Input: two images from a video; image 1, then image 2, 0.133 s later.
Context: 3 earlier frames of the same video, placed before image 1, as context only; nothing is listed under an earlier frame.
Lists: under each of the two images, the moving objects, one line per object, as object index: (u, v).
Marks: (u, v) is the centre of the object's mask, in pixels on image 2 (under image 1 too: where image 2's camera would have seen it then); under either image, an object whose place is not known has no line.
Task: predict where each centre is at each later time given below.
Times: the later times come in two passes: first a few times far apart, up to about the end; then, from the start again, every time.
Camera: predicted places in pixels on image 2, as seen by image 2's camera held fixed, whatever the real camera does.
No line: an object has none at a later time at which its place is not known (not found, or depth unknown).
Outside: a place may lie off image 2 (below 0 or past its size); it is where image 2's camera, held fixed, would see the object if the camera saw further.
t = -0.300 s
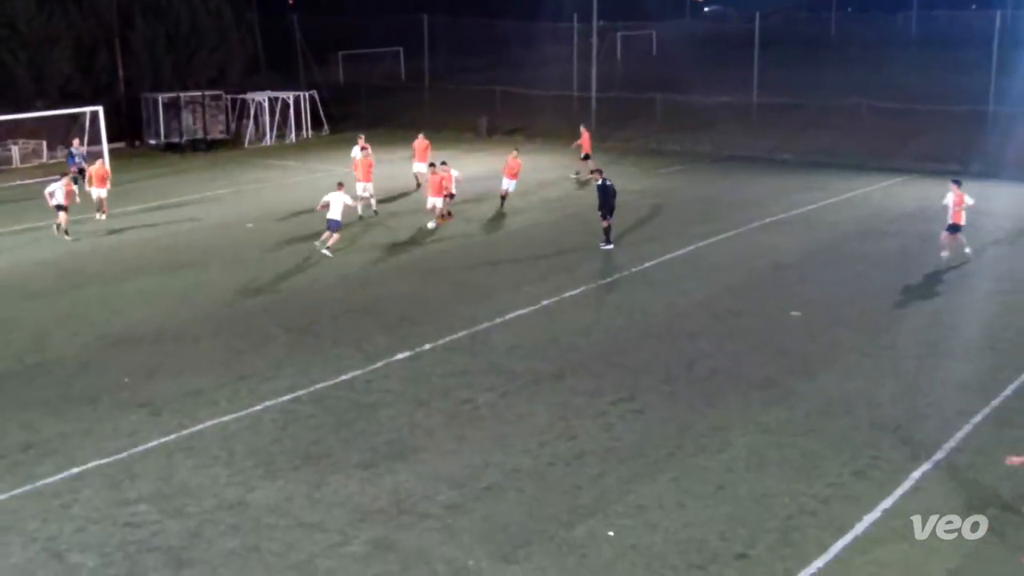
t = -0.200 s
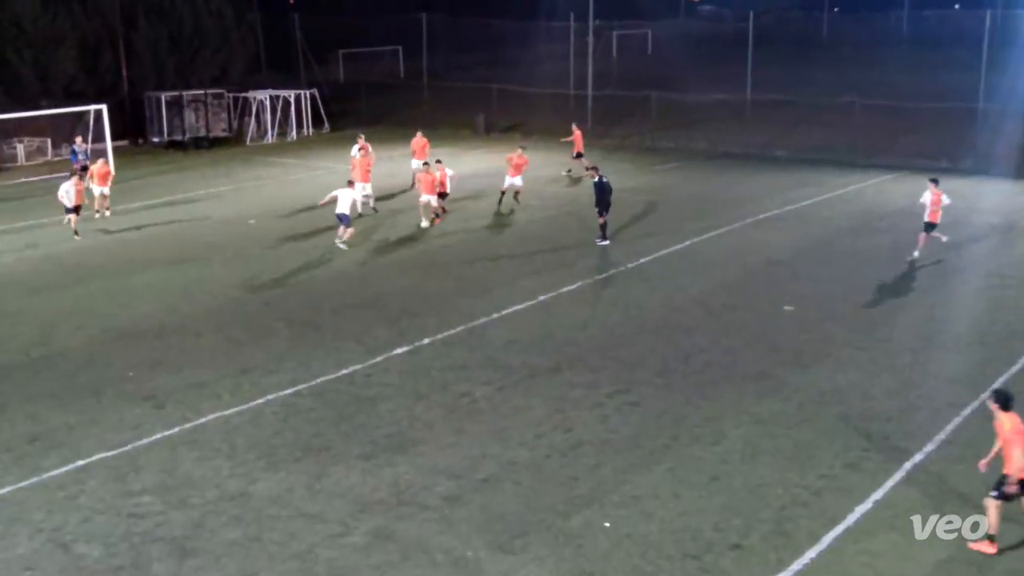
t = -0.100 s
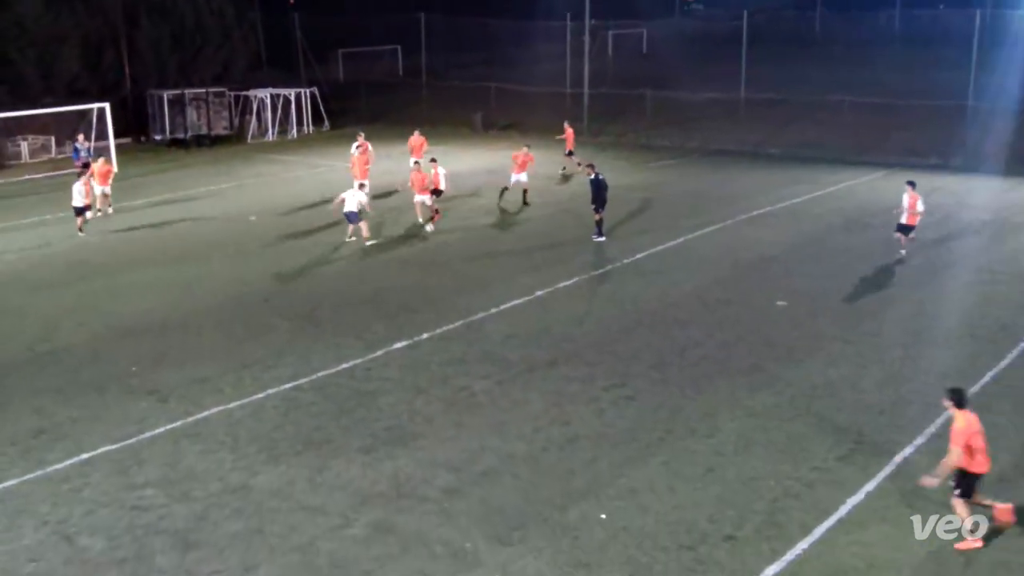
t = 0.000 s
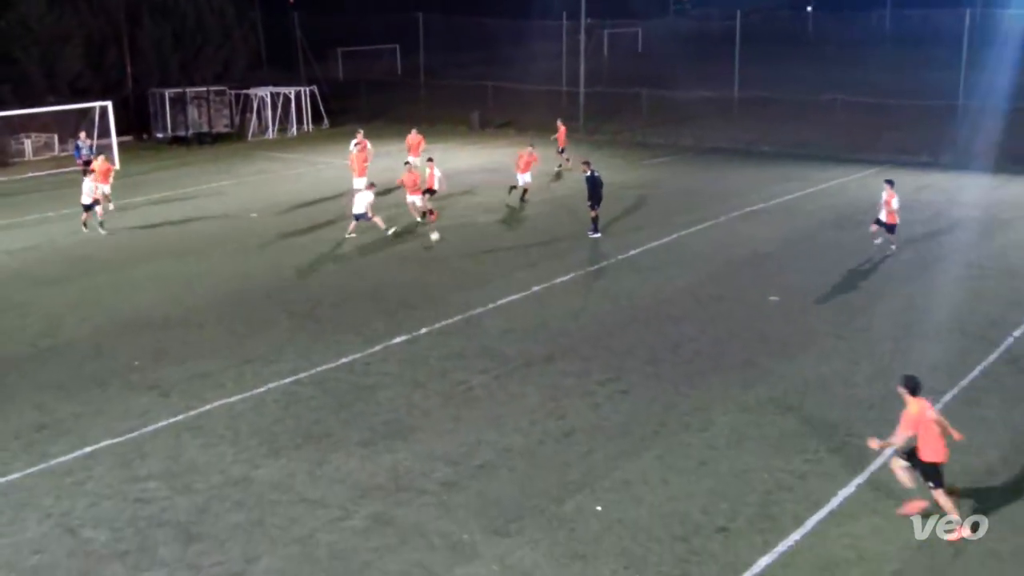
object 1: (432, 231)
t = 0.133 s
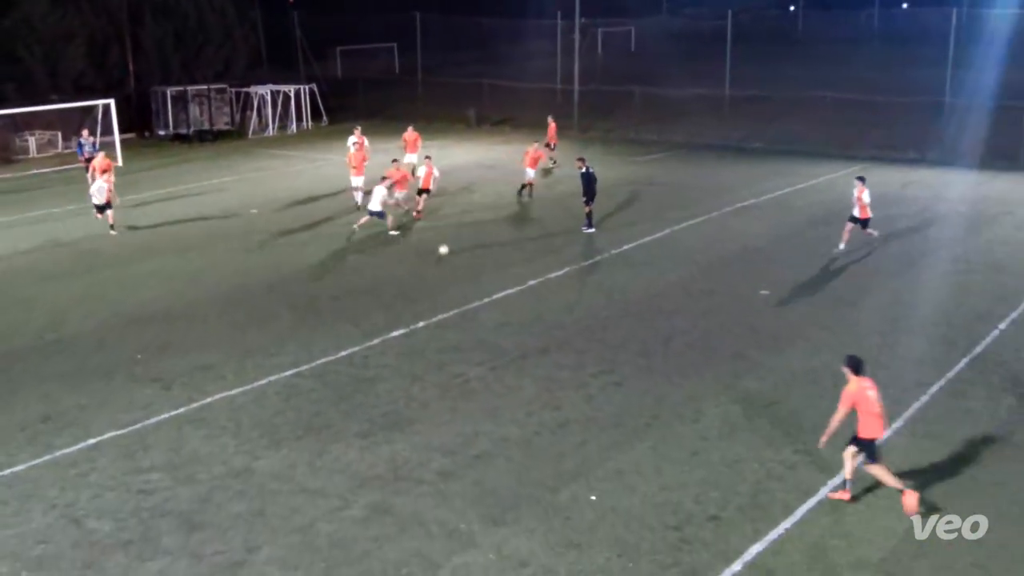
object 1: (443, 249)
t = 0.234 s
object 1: (453, 263)
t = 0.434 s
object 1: (471, 289)
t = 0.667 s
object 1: (493, 319)
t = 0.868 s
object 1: (513, 348)
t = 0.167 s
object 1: (446, 253)
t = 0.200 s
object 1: (449, 258)
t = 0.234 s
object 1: (453, 263)
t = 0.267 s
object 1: (456, 267)
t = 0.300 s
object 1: (459, 272)
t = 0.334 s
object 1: (462, 276)
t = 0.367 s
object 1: (465, 280)
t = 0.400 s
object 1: (469, 285)
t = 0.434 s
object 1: (471, 289)
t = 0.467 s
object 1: (475, 293)
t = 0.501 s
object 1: (477, 297)
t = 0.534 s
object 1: (480, 301)
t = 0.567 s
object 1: (484, 304)
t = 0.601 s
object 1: (487, 309)
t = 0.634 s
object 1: (490, 314)
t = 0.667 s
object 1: (493, 319)
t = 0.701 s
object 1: (496, 326)
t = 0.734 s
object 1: (499, 330)
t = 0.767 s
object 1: (503, 333)
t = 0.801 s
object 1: (506, 337)
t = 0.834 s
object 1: (510, 343)
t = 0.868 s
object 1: (513, 348)
